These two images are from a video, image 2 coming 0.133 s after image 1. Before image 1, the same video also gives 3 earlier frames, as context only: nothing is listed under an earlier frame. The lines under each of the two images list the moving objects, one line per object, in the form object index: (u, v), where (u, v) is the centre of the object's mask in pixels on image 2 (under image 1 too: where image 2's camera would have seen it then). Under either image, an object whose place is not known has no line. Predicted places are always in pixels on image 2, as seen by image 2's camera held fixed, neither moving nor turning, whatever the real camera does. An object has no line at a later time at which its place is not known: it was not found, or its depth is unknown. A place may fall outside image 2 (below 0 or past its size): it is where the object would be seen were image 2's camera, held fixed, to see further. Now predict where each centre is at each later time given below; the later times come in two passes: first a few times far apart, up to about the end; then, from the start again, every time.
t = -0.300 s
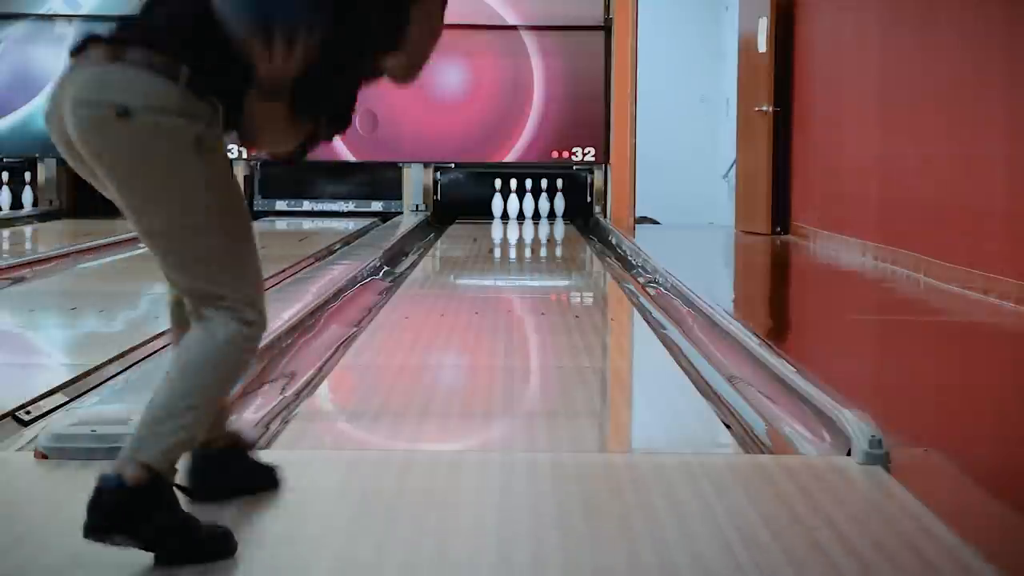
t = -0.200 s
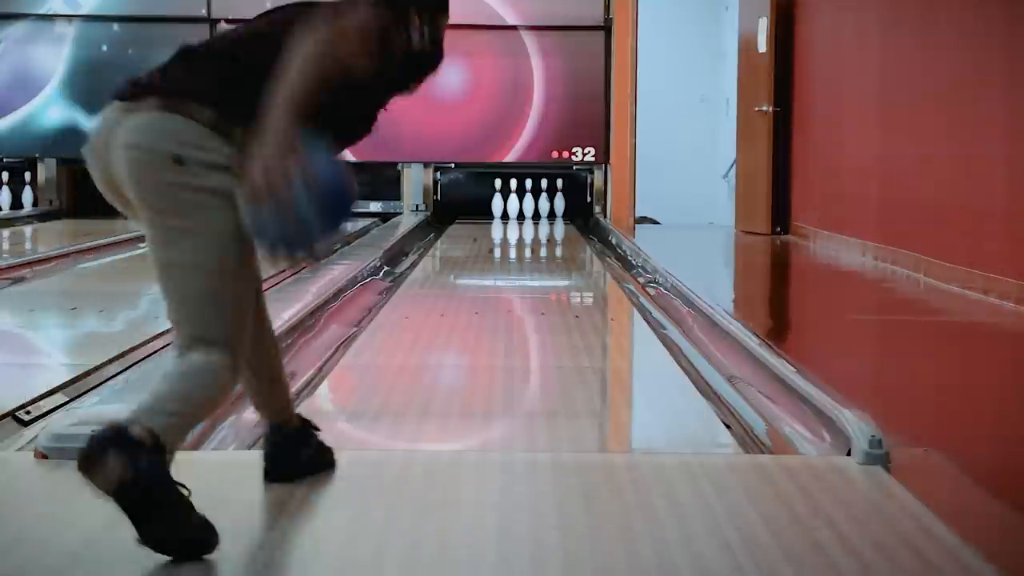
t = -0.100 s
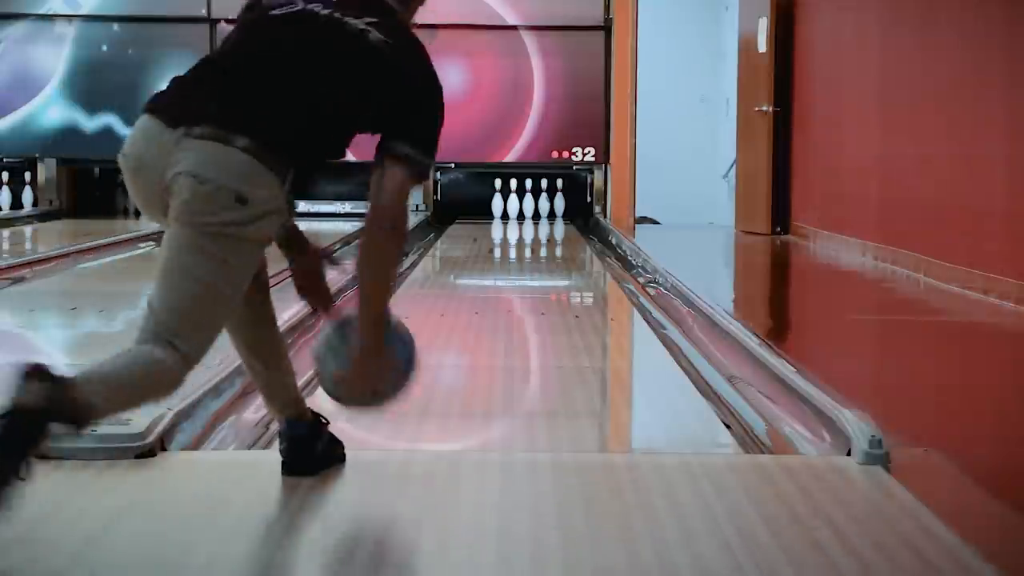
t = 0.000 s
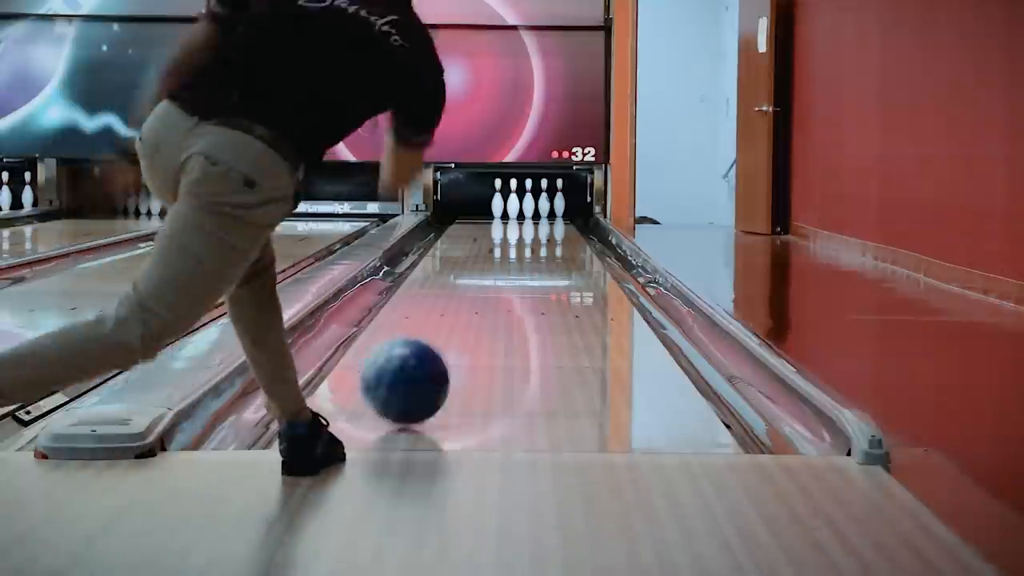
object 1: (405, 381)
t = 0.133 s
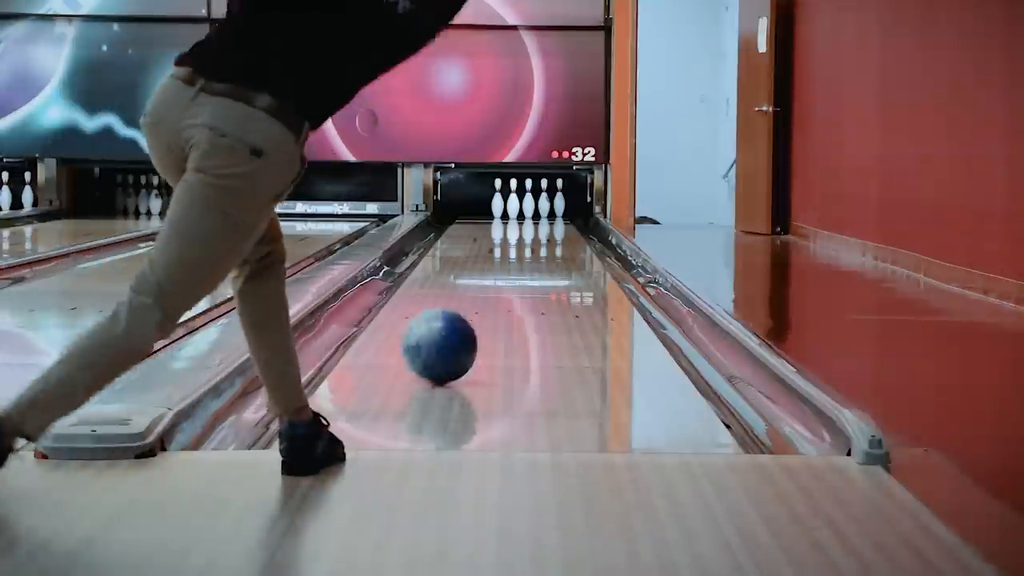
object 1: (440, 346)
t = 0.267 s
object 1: (465, 319)
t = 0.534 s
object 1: (499, 283)
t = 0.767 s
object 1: (518, 263)
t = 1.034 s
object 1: (534, 246)
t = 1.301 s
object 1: (544, 234)
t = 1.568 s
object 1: (554, 224)
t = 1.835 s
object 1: (558, 217)
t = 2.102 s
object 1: (559, 211)
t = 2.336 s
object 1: (560, 206)
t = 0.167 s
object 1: (447, 338)
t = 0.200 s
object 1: (453, 331)
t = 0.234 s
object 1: (459, 325)
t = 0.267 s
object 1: (465, 319)
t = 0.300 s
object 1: (470, 314)
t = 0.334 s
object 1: (475, 309)
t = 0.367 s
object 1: (479, 303)
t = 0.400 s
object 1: (483, 299)
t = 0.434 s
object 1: (488, 295)
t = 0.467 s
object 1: (492, 291)
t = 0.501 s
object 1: (496, 287)
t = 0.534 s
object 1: (499, 283)
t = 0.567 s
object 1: (502, 280)
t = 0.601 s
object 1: (506, 277)
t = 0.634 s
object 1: (508, 274)
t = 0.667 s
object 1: (511, 270)
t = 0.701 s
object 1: (513, 268)
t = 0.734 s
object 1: (516, 265)
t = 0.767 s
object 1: (518, 263)
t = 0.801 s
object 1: (520, 260)
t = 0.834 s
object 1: (523, 258)
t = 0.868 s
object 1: (524, 256)
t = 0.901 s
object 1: (526, 254)
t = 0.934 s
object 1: (528, 252)
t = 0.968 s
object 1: (531, 249)
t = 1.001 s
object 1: (532, 248)
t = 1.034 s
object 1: (534, 246)
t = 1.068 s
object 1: (535, 245)
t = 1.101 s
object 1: (536, 243)
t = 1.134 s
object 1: (538, 241)
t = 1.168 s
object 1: (539, 239)
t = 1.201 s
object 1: (541, 239)
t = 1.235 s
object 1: (542, 236)
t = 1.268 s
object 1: (544, 235)
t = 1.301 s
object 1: (544, 234)
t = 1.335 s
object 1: (546, 232)
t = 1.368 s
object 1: (547, 231)
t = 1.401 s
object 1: (548, 230)
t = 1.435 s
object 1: (549, 229)
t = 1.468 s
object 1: (550, 228)
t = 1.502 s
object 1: (550, 227)
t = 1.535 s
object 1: (552, 226)
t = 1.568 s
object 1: (554, 224)
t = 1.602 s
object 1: (553, 223)
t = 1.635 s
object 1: (553, 223)
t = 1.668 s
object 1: (555, 221)
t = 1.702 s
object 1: (556, 220)
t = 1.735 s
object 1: (556, 220)
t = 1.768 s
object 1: (557, 218)
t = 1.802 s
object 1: (557, 217)
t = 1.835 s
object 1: (558, 217)
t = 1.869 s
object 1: (558, 216)
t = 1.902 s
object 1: (558, 215)
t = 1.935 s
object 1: (558, 214)
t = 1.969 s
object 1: (558, 214)
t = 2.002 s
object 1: (558, 213)
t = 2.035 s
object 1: (558, 212)
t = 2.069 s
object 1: (559, 212)
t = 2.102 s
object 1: (559, 211)
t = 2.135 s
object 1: (558, 209)
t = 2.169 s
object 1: (558, 210)
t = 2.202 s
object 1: (557, 210)
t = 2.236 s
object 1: (557, 208)
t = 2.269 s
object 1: (557, 207)
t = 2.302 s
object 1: (558, 207)
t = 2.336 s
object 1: (560, 206)
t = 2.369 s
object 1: (563, 204)
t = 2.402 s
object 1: (566, 204)
